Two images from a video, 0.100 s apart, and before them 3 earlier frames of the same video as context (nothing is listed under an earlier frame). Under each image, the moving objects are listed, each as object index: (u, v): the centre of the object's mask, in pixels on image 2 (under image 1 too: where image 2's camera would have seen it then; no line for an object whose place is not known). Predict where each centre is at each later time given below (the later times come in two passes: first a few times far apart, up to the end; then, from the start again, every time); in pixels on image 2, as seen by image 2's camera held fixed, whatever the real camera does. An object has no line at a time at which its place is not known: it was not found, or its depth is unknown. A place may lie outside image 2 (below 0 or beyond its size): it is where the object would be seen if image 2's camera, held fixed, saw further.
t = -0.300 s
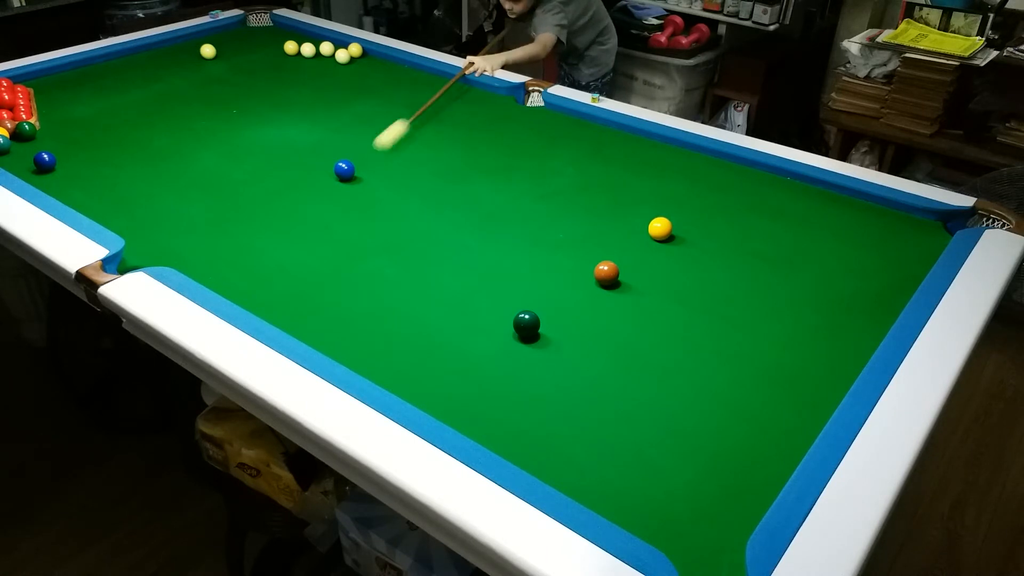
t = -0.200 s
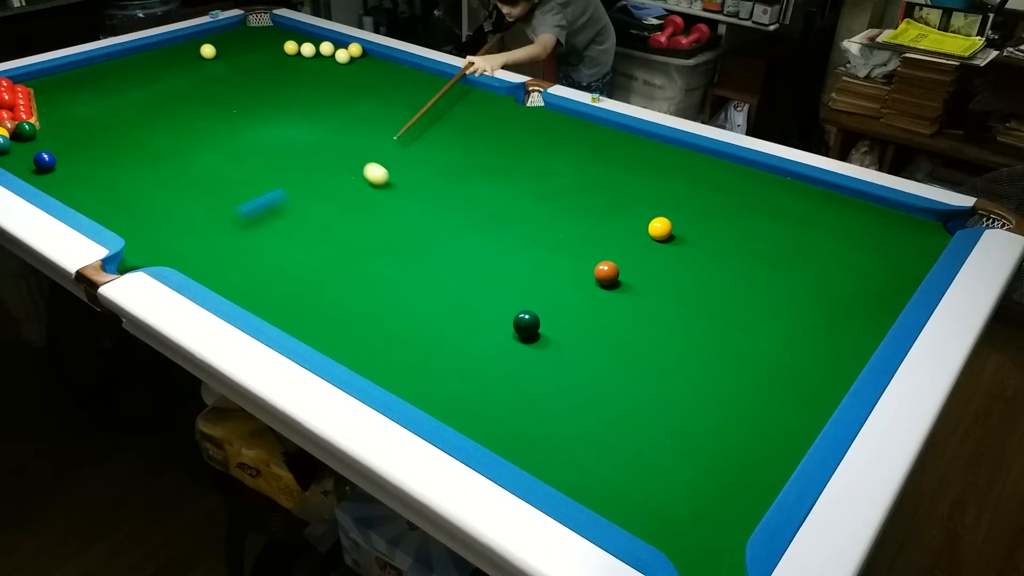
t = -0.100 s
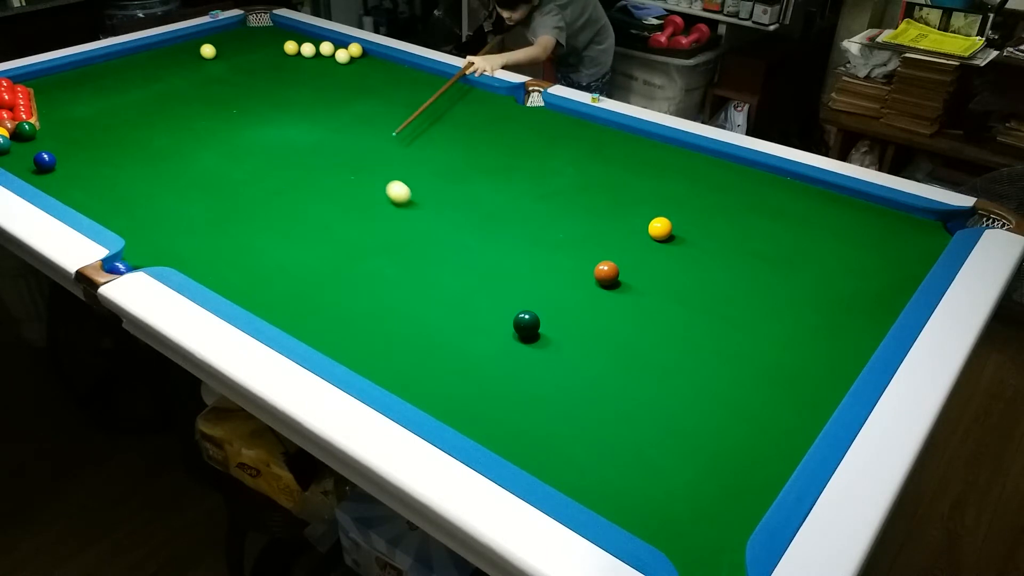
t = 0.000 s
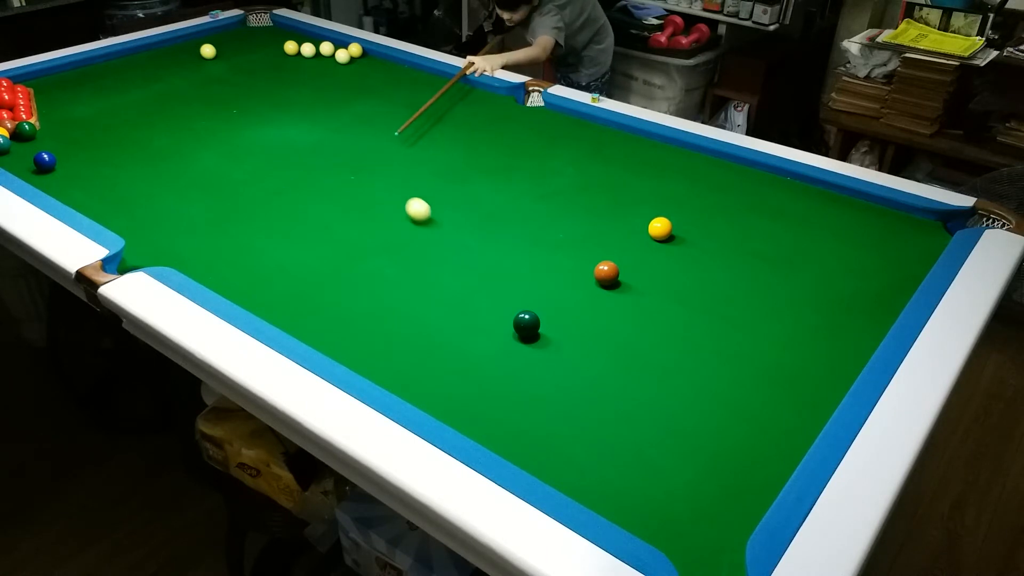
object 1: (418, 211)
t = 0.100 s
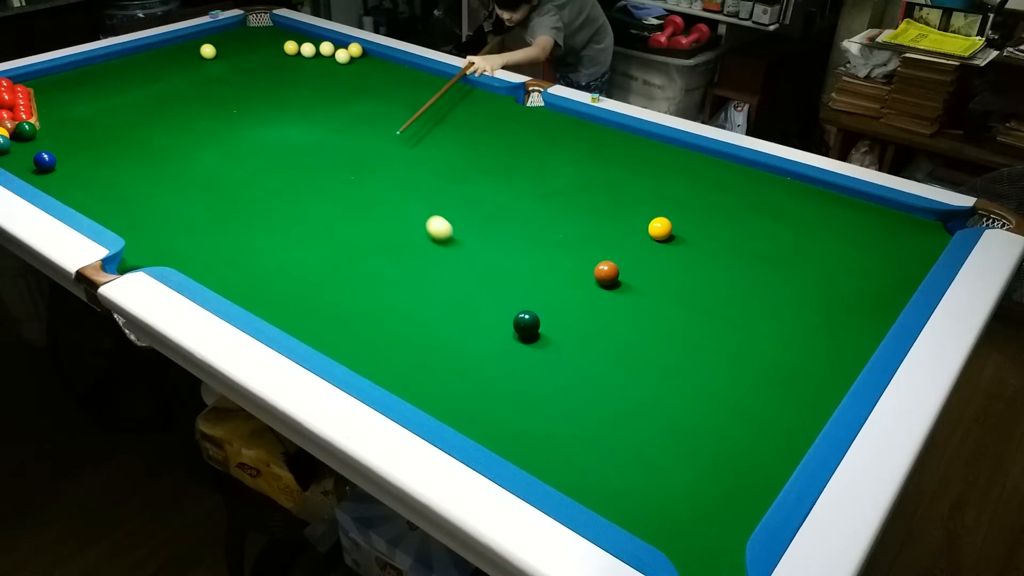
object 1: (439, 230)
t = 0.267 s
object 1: (478, 265)
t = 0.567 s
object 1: (555, 317)
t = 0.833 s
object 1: (627, 339)
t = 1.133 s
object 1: (710, 364)
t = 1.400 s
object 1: (782, 383)
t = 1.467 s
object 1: (800, 388)
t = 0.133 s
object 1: (447, 237)
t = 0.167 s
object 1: (454, 243)
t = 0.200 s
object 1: (461, 250)
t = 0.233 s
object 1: (470, 258)
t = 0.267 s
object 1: (478, 265)
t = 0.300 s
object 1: (485, 272)
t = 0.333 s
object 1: (494, 279)
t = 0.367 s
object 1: (502, 287)
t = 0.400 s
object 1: (510, 294)
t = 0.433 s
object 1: (518, 300)
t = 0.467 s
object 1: (528, 305)
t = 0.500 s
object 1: (538, 310)
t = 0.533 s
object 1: (546, 314)
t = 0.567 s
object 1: (555, 317)
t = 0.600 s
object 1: (563, 319)
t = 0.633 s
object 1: (572, 322)
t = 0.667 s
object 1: (581, 325)
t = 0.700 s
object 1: (590, 327)
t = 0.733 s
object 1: (599, 330)
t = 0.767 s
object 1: (608, 333)
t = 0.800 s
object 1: (618, 336)
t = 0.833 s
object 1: (627, 339)
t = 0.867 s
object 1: (636, 341)
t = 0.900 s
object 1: (645, 344)
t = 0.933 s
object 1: (654, 347)
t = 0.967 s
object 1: (664, 350)
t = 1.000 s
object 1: (673, 353)
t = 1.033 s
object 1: (682, 356)
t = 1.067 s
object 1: (692, 359)
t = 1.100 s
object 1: (701, 362)
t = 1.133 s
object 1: (710, 364)
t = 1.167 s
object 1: (720, 367)
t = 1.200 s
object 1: (729, 370)
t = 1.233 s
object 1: (739, 373)
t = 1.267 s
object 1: (748, 376)
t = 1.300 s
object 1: (757, 379)
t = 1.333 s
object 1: (767, 382)
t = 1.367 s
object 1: (773, 380)
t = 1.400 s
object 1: (782, 383)
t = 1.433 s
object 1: (791, 386)
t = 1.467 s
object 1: (800, 388)
